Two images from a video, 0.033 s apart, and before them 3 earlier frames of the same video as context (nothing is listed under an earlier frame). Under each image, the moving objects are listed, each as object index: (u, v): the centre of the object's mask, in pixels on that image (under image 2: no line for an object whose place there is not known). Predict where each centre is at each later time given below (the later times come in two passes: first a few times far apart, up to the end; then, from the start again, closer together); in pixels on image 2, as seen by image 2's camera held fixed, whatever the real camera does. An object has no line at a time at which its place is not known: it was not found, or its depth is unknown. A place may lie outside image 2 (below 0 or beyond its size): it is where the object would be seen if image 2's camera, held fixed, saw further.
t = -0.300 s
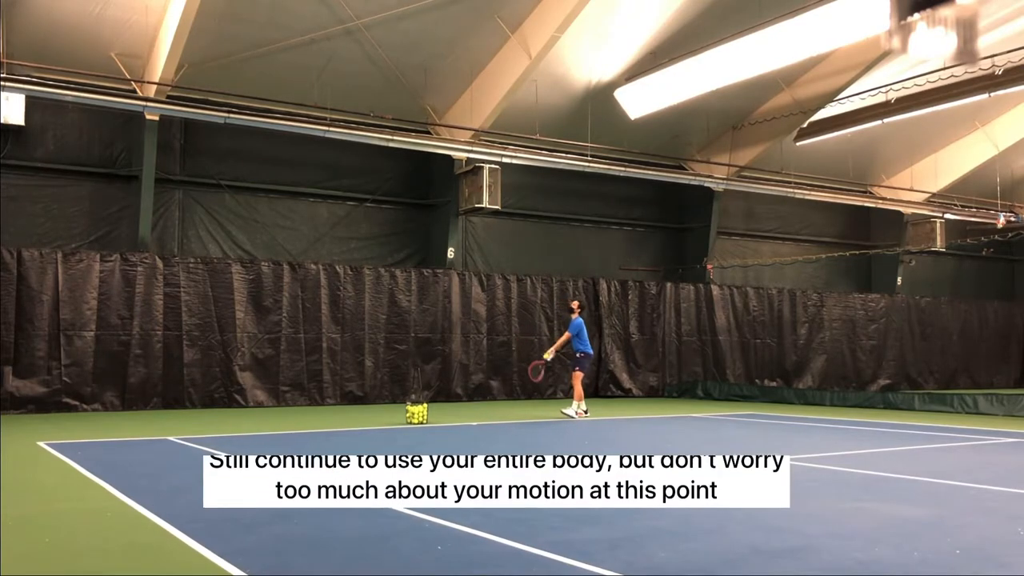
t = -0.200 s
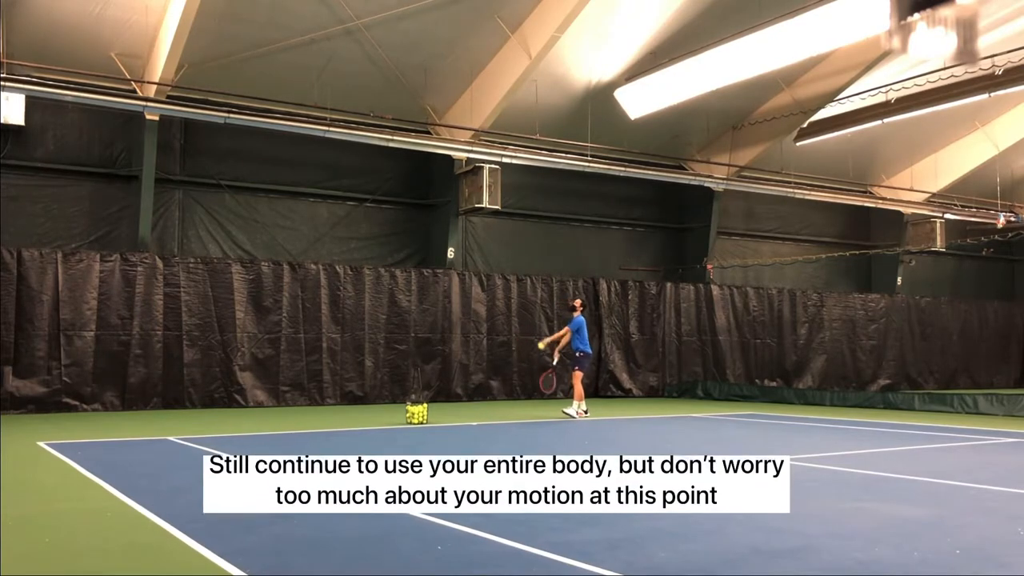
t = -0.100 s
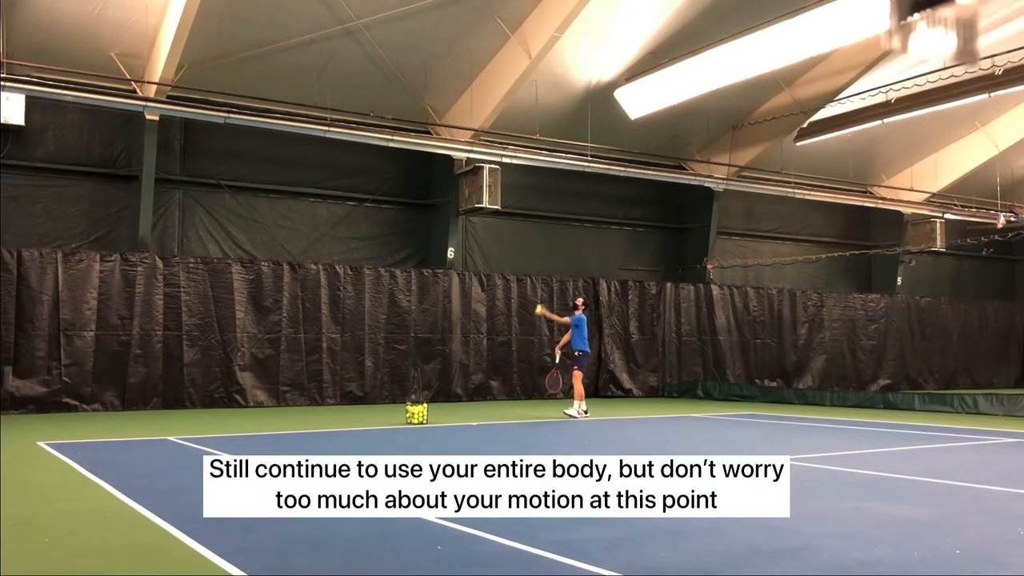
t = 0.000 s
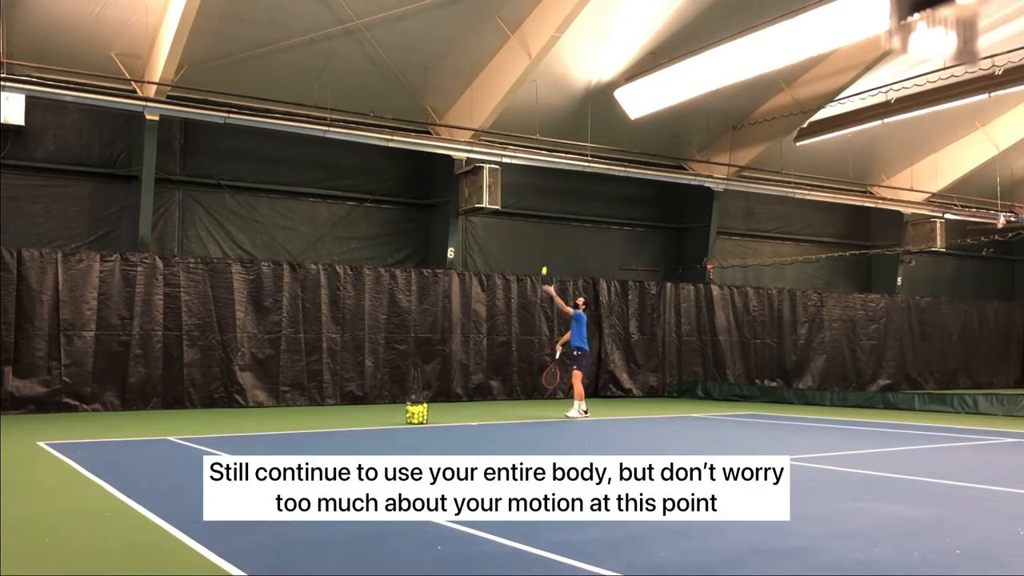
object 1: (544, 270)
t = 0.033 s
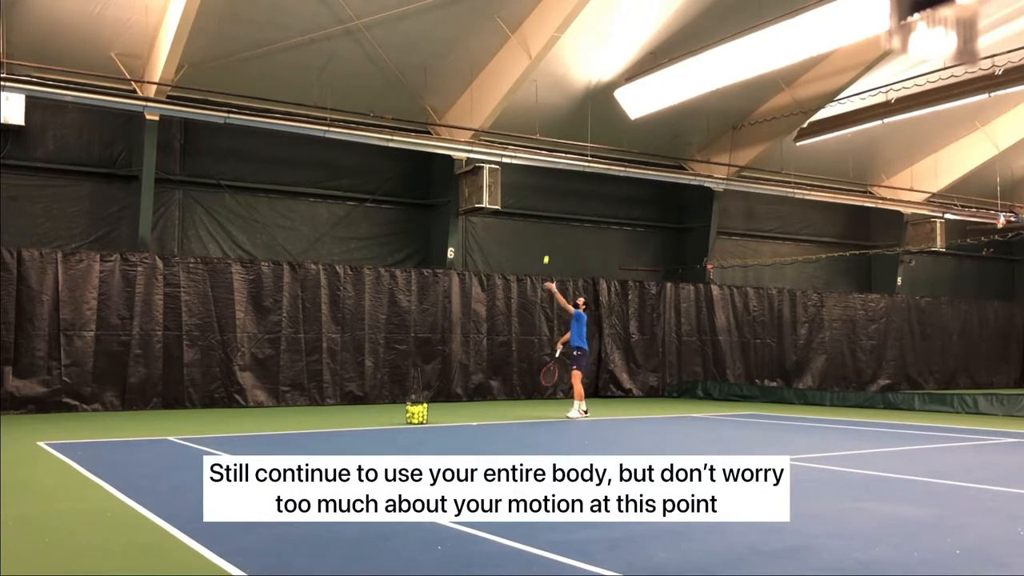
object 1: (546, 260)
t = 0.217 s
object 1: (556, 211)
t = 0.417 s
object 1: (567, 185)
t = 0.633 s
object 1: (579, 182)
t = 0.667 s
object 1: (581, 184)
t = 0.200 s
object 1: (555, 215)
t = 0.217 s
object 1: (556, 211)
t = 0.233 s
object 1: (557, 208)
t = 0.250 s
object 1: (558, 205)
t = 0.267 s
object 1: (559, 202)
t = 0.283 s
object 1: (560, 199)
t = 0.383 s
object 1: (565, 187)
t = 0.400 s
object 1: (566, 186)
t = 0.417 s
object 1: (567, 185)
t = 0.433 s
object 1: (567, 184)
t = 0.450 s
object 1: (568, 184)
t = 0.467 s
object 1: (569, 183)
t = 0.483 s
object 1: (569, 182)
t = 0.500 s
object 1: (570, 181)
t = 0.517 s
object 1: (571, 181)
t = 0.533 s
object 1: (573, 180)
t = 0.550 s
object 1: (573, 181)
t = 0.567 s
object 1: (575, 180)
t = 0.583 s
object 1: (576, 180)
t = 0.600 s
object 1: (577, 180)
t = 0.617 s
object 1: (578, 181)
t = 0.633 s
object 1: (579, 182)
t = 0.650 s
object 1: (580, 183)
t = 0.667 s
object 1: (581, 184)
